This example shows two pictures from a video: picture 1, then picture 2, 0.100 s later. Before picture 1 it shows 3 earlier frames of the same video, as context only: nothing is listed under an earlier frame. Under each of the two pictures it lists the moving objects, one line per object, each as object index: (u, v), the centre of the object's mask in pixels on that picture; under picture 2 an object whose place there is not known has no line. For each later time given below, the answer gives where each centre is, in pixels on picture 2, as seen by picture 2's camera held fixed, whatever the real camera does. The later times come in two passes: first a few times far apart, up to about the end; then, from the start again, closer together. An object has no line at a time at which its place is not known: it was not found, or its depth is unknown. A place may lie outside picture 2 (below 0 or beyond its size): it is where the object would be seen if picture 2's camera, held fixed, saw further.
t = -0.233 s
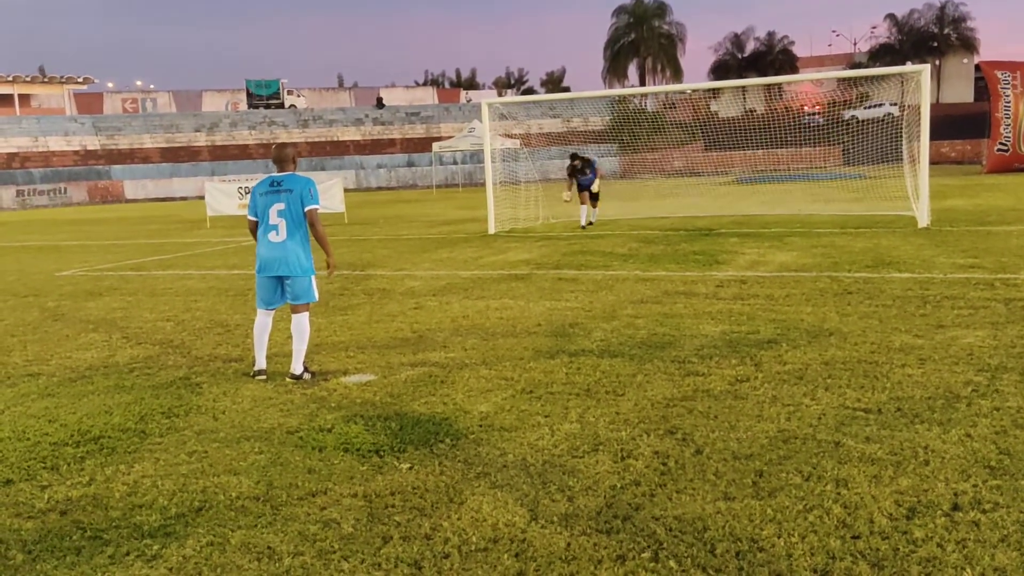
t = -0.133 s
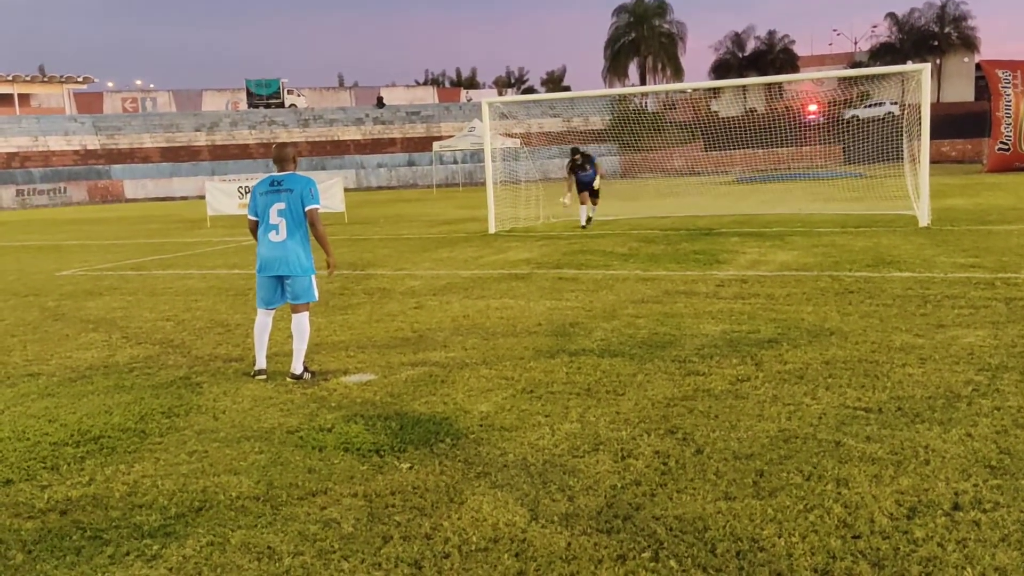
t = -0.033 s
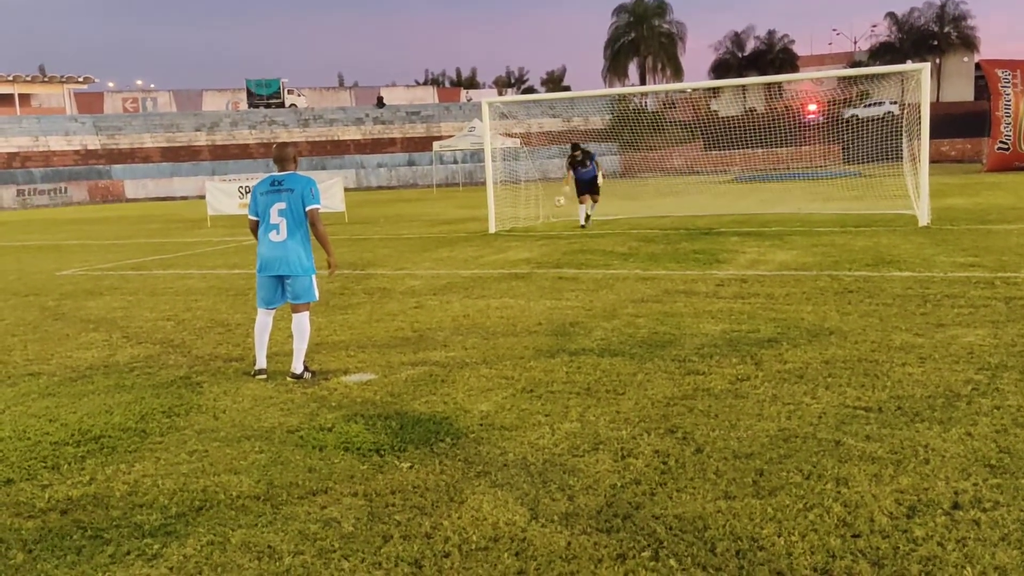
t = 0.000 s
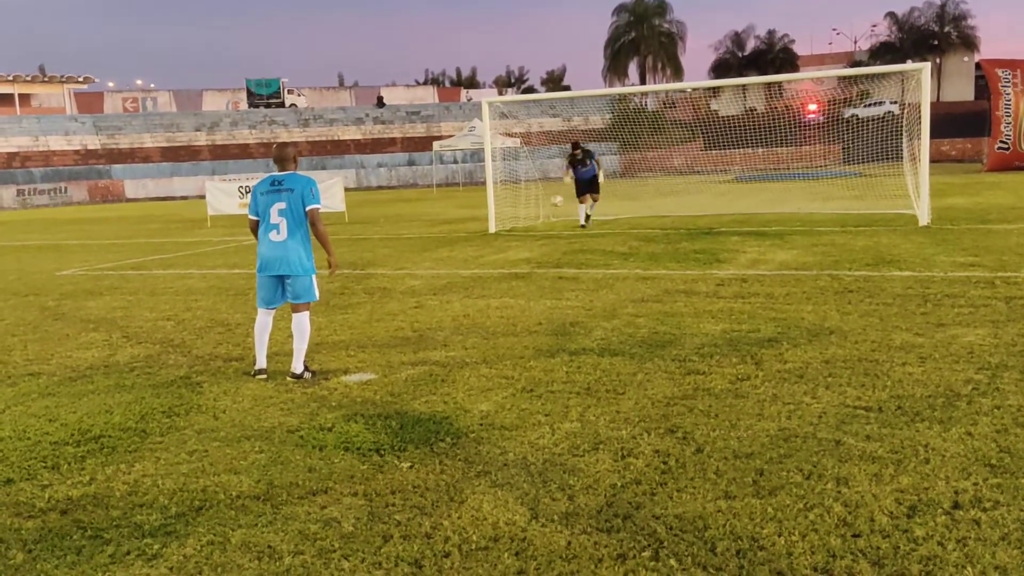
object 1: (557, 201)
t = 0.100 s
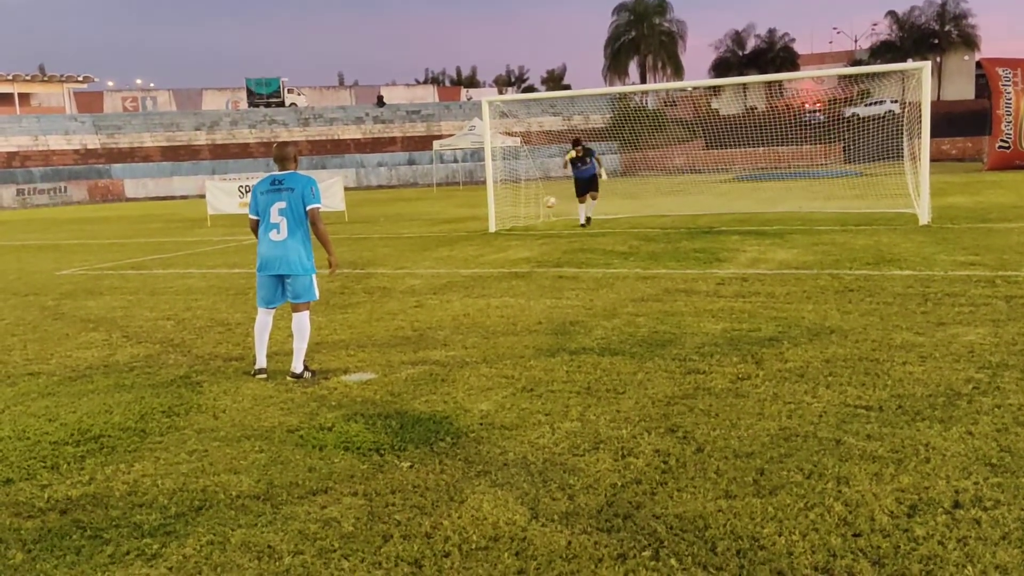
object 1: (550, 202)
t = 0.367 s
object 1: (526, 235)
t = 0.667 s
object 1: (487, 239)
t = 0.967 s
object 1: (446, 264)
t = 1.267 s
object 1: (395, 286)
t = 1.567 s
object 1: (331, 307)
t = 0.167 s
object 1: (545, 208)
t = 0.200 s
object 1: (542, 210)
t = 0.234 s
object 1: (539, 213)
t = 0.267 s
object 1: (537, 218)
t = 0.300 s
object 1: (533, 223)
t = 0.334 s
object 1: (529, 229)
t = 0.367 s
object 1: (526, 235)
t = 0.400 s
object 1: (522, 244)
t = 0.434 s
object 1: (514, 243)
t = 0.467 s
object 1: (511, 240)
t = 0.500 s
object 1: (507, 238)
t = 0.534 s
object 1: (503, 237)
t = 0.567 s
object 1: (499, 237)
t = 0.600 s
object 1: (495, 237)
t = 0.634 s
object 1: (491, 238)
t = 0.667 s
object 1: (487, 239)
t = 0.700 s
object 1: (483, 242)
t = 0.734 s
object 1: (479, 245)
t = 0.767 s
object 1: (474, 250)
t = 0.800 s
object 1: (470, 256)
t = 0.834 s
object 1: (466, 262)
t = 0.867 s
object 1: (461, 266)
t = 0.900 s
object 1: (456, 265)
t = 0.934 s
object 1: (452, 263)
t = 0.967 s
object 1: (446, 264)
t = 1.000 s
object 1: (441, 264)
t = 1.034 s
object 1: (435, 266)
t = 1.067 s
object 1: (431, 268)
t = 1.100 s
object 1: (425, 272)
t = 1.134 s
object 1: (420, 277)
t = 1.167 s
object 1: (414, 283)
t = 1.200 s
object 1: (408, 285)
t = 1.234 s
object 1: (401, 286)
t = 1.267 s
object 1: (395, 286)
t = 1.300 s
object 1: (389, 287)
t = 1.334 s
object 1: (382, 291)
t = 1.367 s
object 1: (375, 294)
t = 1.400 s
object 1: (368, 298)
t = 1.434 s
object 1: (361, 298)
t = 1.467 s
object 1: (354, 298)
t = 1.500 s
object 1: (346, 300)
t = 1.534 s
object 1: (339, 303)
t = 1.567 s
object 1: (331, 307)
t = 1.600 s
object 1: (324, 310)
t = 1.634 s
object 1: (315, 313)
